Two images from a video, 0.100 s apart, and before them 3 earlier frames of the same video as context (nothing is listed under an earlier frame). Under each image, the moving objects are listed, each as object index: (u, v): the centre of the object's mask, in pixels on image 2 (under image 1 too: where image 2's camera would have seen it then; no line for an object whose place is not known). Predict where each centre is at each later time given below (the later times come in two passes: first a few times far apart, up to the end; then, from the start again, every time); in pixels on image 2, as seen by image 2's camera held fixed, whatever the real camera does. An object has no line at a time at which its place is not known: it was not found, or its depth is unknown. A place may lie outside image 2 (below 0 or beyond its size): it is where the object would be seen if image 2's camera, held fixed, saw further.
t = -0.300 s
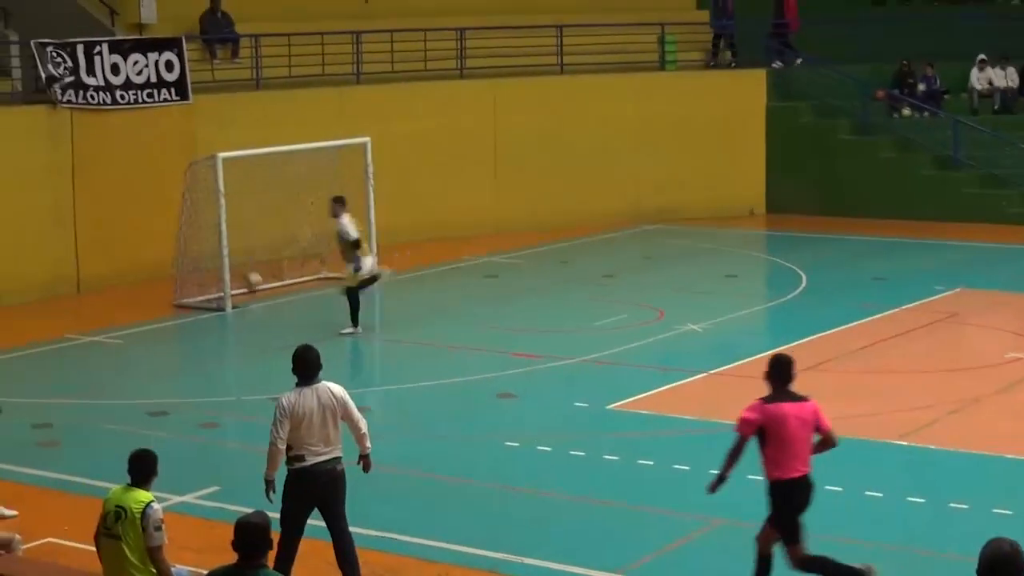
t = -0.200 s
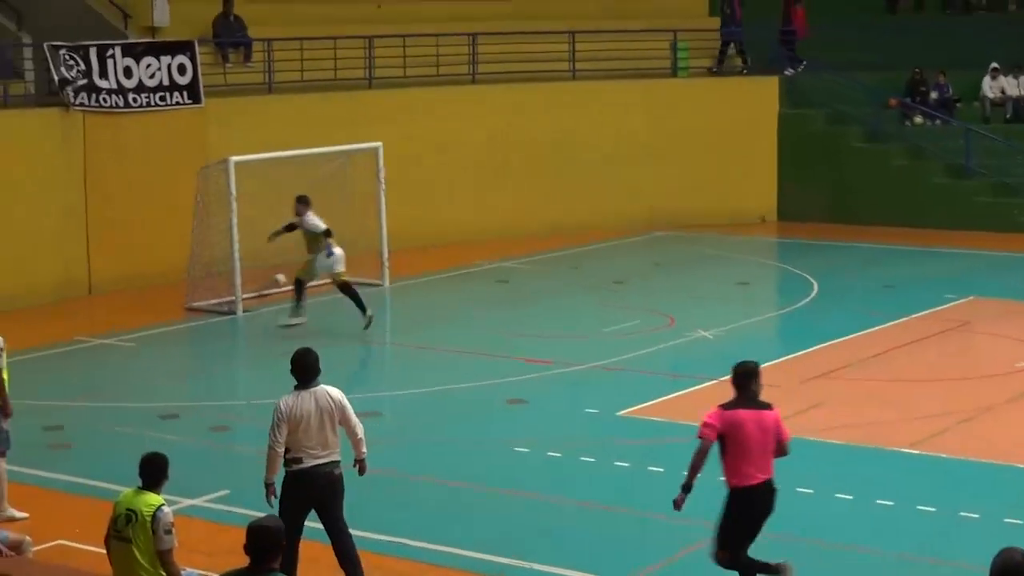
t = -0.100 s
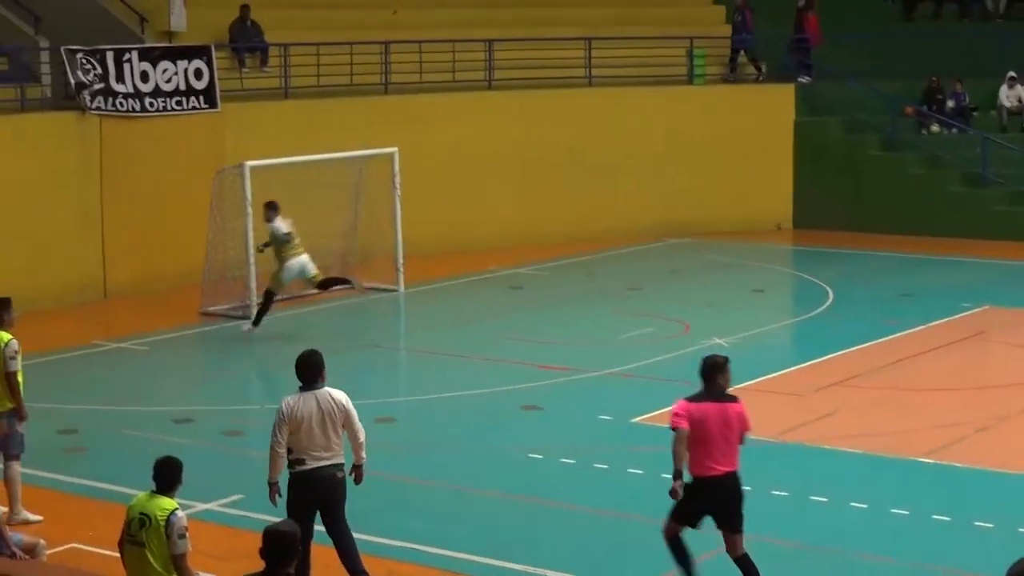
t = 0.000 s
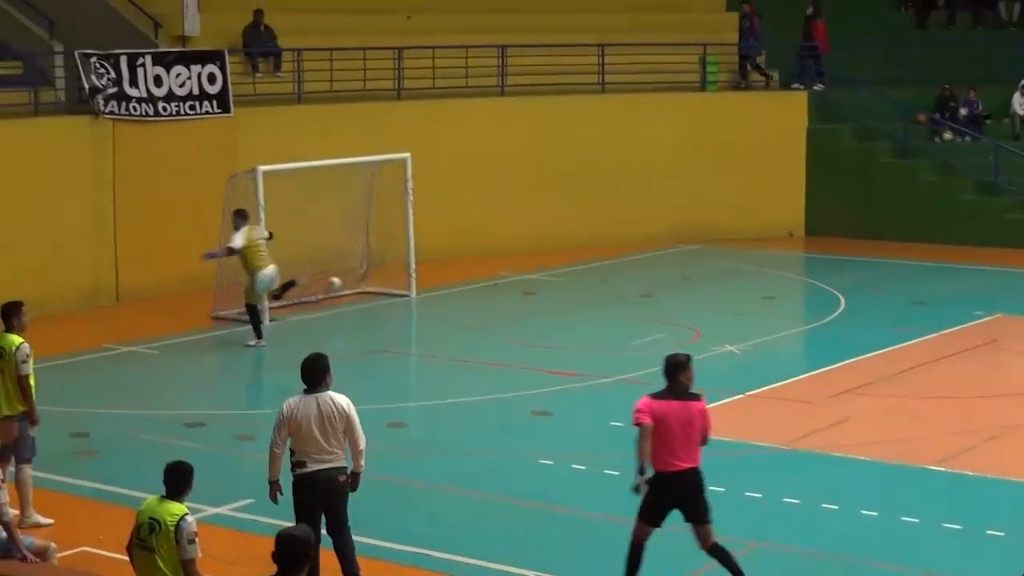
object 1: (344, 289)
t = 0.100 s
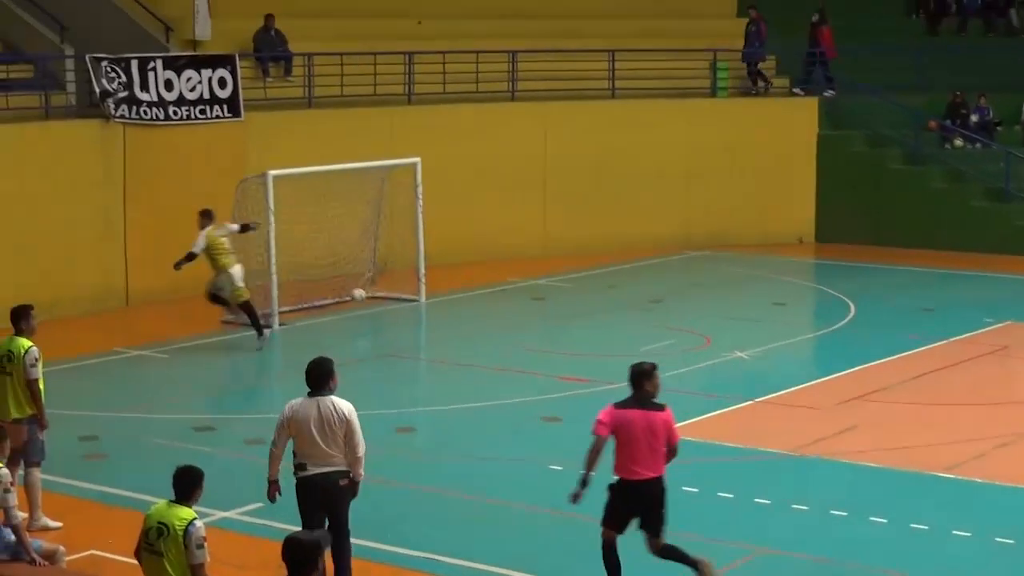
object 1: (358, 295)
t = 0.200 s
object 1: (372, 310)
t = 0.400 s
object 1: (404, 310)
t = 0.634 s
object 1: (439, 321)
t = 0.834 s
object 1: (471, 325)
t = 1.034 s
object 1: (504, 329)
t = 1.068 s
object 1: (508, 329)
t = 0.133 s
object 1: (363, 299)
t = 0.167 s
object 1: (369, 304)
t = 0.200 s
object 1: (372, 310)
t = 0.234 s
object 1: (378, 311)
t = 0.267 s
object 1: (383, 310)
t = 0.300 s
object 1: (388, 308)
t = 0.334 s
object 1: (393, 308)
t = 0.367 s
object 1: (398, 309)
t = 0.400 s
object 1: (404, 310)
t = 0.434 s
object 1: (409, 313)
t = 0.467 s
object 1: (414, 316)
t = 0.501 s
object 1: (419, 318)
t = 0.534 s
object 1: (424, 317)
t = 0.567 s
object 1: (430, 317)
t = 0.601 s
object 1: (435, 319)
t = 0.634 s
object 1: (439, 321)
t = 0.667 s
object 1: (445, 319)
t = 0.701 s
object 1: (451, 321)
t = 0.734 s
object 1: (456, 323)
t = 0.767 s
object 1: (461, 323)
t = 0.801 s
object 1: (466, 325)
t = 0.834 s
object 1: (471, 325)
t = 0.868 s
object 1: (477, 326)
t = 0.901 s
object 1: (482, 327)
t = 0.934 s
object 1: (488, 327)
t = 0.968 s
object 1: (493, 327)
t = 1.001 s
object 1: (498, 328)
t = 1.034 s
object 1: (504, 329)
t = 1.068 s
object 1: (508, 329)
